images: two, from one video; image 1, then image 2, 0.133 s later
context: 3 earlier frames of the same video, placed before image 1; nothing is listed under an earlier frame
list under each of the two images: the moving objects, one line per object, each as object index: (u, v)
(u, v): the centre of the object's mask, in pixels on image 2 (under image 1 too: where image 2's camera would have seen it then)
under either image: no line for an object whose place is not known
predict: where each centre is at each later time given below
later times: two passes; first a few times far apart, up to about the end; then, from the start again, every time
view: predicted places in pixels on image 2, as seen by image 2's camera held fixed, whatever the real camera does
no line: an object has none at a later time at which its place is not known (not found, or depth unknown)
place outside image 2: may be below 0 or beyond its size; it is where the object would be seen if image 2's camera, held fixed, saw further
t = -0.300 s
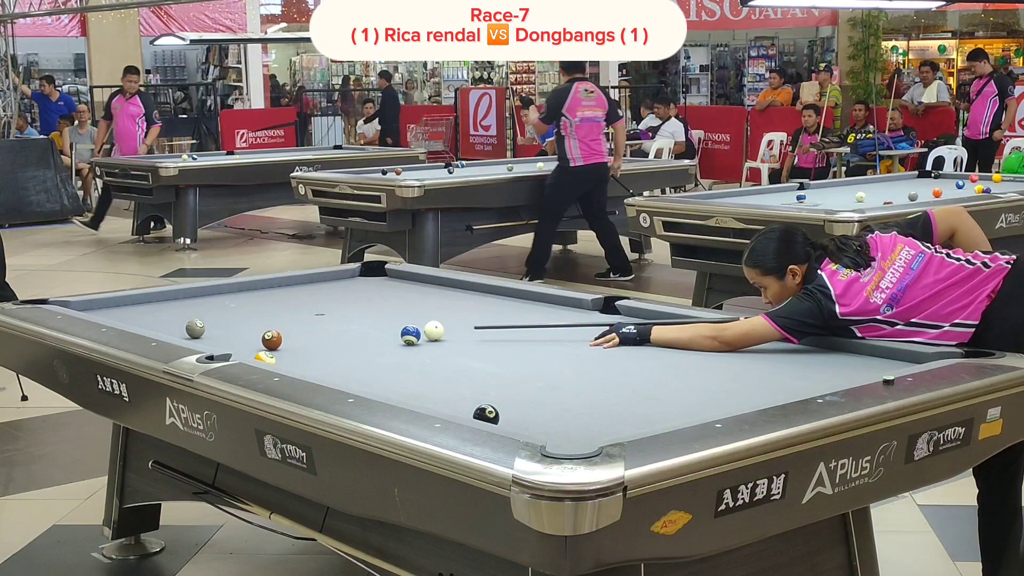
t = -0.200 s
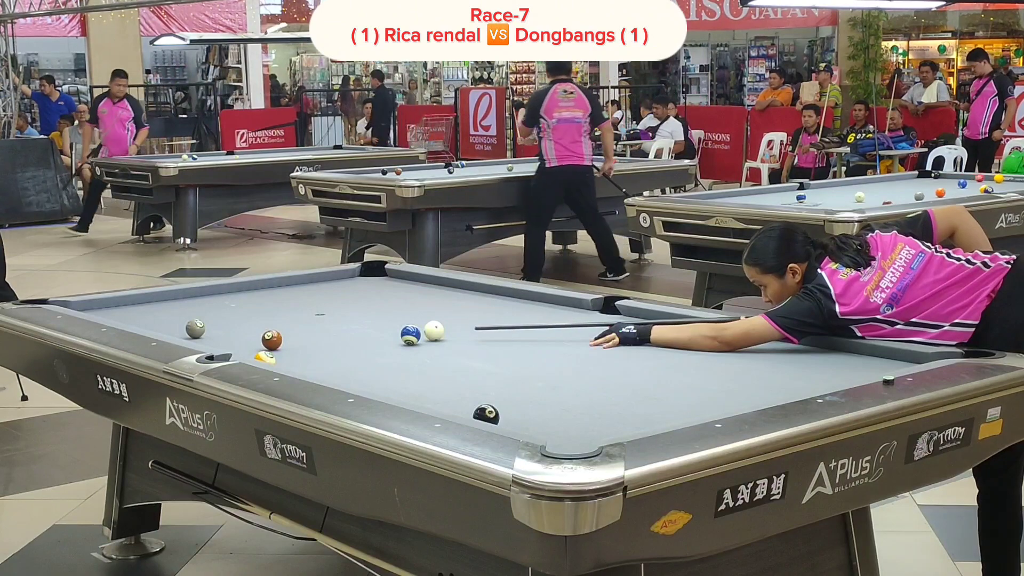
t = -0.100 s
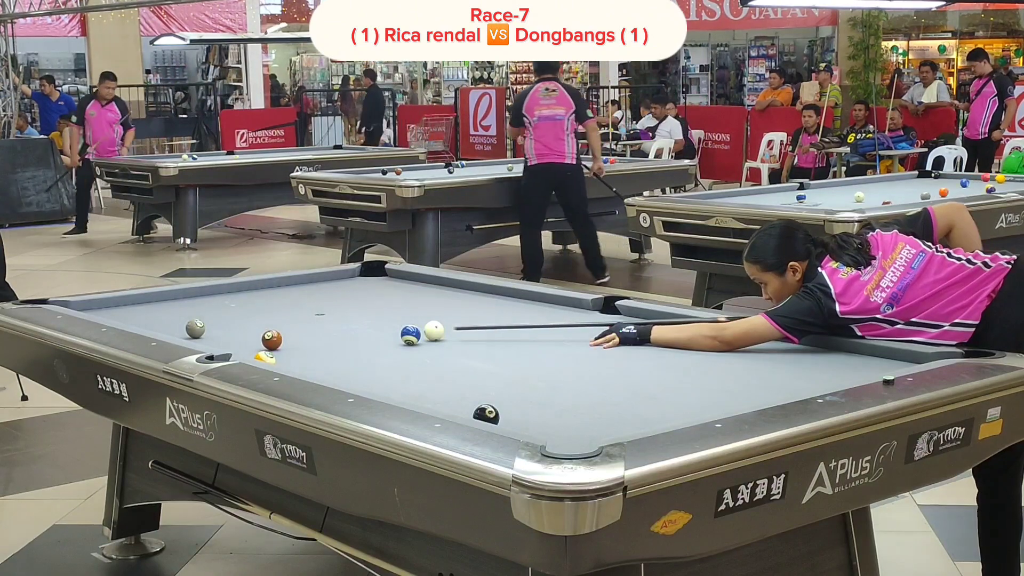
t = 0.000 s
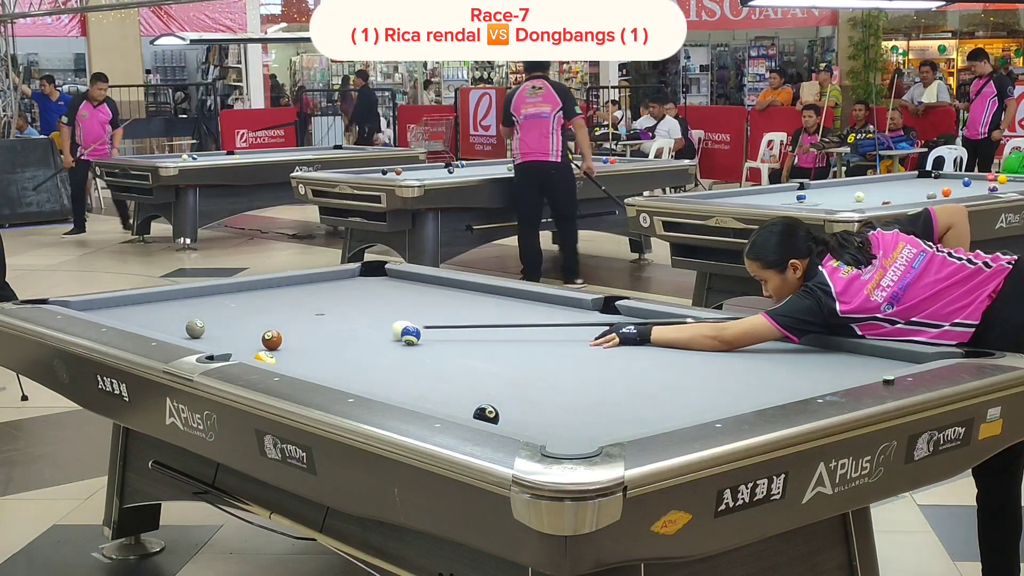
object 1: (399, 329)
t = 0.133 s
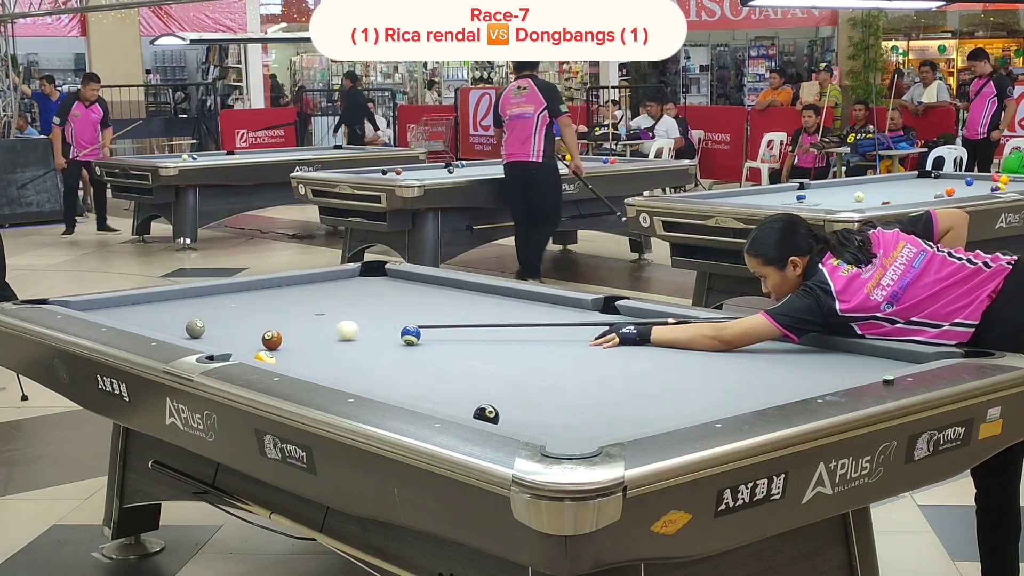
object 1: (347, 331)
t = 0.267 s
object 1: (294, 331)
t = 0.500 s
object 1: (204, 331)
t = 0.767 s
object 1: (173, 331)
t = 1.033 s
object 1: (200, 330)
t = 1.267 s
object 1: (221, 327)
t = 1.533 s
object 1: (244, 324)
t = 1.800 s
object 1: (264, 321)
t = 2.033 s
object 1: (280, 319)
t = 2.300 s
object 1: (296, 317)
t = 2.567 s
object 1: (310, 315)
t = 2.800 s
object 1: (320, 313)
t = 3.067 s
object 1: (330, 312)
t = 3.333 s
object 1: (338, 310)
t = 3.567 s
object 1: (344, 309)
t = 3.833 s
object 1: (349, 308)
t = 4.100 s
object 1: (353, 307)
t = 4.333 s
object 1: (355, 307)
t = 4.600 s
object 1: (357, 306)
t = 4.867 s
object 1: (357, 306)
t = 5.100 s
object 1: (357, 306)
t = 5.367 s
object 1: (356, 306)
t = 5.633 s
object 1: (356, 306)
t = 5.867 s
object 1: (356, 306)
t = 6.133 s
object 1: (356, 306)
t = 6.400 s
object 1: (357, 306)
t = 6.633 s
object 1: (356, 306)
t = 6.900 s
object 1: (356, 306)
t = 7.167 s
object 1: (356, 306)
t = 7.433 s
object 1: (356, 306)
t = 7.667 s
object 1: (356, 306)
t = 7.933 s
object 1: (356, 306)
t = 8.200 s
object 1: (356, 306)
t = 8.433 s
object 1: (356, 306)
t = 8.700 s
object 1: (356, 306)
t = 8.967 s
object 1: (356, 306)
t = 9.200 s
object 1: (356, 306)
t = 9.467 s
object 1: (356, 306)
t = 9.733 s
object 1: (356, 306)
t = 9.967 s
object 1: (356, 306)
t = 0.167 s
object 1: (334, 330)
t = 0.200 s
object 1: (320, 331)
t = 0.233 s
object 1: (307, 331)
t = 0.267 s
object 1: (294, 331)
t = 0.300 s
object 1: (282, 329)
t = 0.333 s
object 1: (265, 327)
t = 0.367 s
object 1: (254, 330)
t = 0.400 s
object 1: (240, 330)
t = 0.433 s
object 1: (227, 330)
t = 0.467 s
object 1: (214, 330)
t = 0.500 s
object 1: (204, 331)
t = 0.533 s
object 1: (198, 332)
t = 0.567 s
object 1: (191, 332)
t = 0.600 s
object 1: (183, 331)
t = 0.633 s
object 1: (176, 331)
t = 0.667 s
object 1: (169, 331)
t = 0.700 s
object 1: (166, 331)
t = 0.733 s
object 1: (170, 331)
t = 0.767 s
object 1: (173, 331)
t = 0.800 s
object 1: (177, 331)
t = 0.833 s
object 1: (180, 331)
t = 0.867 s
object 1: (183, 331)
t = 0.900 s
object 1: (187, 332)
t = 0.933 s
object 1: (190, 332)
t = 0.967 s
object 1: (193, 331)
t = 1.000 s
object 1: (197, 331)
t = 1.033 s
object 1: (200, 330)
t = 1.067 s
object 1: (203, 330)
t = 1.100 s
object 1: (206, 330)
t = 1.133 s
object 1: (209, 329)
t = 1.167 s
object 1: (212, 329)
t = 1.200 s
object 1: (215, 328)
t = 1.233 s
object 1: (218, 328)
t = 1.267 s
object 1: (221, 327)
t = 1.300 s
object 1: (224, 327)
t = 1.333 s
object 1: (227, 327)
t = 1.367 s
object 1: (230, 326)
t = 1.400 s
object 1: (233, 326)
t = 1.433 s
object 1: (236, 326)
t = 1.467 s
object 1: (238, 325)
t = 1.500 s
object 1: (241, 325)
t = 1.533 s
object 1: (244, 324)
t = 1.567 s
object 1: (246, 324)
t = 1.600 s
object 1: (249, 323)
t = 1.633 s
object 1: (252, 323)
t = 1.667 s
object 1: (254, 323)
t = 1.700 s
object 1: (257, 322)
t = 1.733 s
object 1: (259, 322)
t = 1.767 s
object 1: (261, 322)
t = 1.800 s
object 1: (264, 321)
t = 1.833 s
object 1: (266, 321)
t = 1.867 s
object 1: (268, 321)
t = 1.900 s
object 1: (271, 320)
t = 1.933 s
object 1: (273, 320)
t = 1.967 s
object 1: (275, 320)
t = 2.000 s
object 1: (278, 320)
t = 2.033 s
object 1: (280, 319)
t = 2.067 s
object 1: (282, 319)
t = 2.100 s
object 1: (284, 319)
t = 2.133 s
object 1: (286, 319)
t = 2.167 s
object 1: (288, 318)
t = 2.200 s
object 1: (290, 318)
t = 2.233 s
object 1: (292, 318)
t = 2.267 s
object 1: (294, 317)
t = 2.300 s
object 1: (296, 317)
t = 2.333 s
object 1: (298, 317)
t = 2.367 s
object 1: (299, 316)
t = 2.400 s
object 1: (301, 316)
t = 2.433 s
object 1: (303, 316)
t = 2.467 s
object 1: (304, 316)
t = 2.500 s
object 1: (306, 315)
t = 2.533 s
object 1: (308, 315)
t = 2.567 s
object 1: (310, 315)
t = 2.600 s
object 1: (311, 315)
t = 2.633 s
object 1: (312, 314)
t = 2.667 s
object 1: (314, 314)
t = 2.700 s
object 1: (316, 314)
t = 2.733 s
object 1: (317, 314)
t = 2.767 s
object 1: (319, 314)
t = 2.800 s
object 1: (320, 313)
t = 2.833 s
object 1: (321, 313)
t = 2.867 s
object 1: (323, 313)
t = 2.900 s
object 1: (324, 312)
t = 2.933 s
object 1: (325, 312)
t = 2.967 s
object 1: (326, 312)
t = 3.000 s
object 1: (328, 312)
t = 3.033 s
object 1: (329, 312)
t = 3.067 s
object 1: (330, 312)
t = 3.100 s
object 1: (331, 311)
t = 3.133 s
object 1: (333, 311)
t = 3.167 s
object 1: (333, 311)
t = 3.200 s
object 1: (335, 311)
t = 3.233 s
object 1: (336, 311)
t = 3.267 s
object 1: (337, 310)
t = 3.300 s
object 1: (337, 310)
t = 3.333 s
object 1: (338, 310)
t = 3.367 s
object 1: (339, 310)
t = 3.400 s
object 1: (340, 310)
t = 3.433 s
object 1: (341, 310)
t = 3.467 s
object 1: (342, 309)
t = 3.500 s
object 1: (343, 309)
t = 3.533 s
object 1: (343, 309)
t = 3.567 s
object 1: (344, 309)
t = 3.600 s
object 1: (345, 309)
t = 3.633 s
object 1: (346, 309)
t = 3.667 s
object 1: (346, 309)
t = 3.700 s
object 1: (347, 308)
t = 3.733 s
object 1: (347, 308)
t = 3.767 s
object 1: (348, 308)
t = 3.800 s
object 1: (349, 308)
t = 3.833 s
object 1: (349, 308)
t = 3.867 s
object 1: (350, 308)
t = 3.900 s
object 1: (351, 307)
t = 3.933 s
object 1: (351, 307)
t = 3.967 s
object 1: (352, 307)
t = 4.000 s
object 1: (352, 307)
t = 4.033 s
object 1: (352, 307)
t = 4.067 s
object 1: (353, 307)
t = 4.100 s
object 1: (353, 307)
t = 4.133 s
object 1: (354, 307)
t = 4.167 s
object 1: (354, 307)
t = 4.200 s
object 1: (354, 307)
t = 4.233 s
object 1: (354, 307)
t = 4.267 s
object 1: (355, 307)
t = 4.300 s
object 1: (355, 307)
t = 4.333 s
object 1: (355, 307)
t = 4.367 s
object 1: (356, 307)
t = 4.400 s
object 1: (356, 306)
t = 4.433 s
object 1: (356, 306)
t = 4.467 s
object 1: (356, 306)
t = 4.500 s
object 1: (356, 306)
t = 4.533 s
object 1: (356, 306)
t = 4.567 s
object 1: (356, 306)
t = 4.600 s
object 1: (357, 306)
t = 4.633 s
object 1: (357, 306)
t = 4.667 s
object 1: (357, 306)
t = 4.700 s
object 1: (357, 306)
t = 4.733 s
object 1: (357, 306)
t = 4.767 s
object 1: (357, 306)
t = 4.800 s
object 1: (357, 306)
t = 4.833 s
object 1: (357, 306)
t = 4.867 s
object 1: (357, 306)
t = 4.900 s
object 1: (357, 306)
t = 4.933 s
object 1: (357, 306)
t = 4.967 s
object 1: (357, 306)
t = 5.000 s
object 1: (357, 306)
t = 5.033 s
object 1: (357, 306)
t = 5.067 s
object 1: (357, 306)
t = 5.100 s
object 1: (357, 306)
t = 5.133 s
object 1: (356, 306)
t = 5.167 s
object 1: (356, 306)
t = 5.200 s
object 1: (356, 306)
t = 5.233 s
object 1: (356, 306)
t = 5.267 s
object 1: (356, 306)
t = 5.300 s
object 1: (356, 306)
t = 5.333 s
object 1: (356, 306)
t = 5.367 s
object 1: (356, 306)
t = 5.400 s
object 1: (356, 306)
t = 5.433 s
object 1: (356, 306)
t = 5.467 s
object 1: (356, 306)
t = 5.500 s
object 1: (356, 306)
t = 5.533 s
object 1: (356, 306)
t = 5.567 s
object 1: (356, 306)
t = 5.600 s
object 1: (356, 306)
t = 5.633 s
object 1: (356, 306)
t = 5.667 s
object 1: (356, 306)
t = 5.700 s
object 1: (356, 306)
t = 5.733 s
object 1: (356, 306)
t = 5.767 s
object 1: (356, 306)
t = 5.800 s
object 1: (356, 306)
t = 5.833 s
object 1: (356, 306)
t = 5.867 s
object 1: (356, 306)
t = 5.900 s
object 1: (356, 306)
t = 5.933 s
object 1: (356, 306)
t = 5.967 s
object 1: (356, 306)
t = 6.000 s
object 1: (356, 306)
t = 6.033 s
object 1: (356, 306)
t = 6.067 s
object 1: (356, 306)
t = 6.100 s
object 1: (356, 306)
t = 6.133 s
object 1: (356, 306)
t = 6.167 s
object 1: (356, 306)
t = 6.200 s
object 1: (356, 306)
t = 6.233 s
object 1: (356, 306)
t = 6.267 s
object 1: (356, 306)
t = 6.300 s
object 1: (356, 306)
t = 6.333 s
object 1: (356, 306)
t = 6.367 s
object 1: (356, 306)
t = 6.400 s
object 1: (357, 306)
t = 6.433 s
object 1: (356, 306)
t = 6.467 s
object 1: (357, 306)
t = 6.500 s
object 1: (356, 306)
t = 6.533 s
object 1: (356, 306)
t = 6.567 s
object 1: (357, 306)
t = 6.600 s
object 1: (357, 306)
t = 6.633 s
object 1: (356, 306)
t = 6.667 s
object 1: (356, 306)
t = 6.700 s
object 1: (356, 306)
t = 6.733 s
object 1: (356, 306)
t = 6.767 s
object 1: (356, 306)
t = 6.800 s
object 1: (356, 306)
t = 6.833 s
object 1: (356, 306)
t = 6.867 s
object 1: (356, 306)
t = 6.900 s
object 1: (356, 306)
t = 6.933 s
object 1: (356, 306)
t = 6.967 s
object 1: (356, 306)
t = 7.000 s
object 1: (356, 306)
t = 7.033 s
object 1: (356, 306)
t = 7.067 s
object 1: (356, 306)
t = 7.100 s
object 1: (356, 306)
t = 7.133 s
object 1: (356, 306)
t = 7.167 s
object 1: (356, 306)
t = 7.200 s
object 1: (356, 306)
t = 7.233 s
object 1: (356, 306)
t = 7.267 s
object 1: (356, 306)
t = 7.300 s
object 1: (356, 306)
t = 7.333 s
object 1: (356, 306)
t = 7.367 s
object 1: (356, 306)
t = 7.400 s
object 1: (356, 306)
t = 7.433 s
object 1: (356, 306)
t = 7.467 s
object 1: (356, 306)
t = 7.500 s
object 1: (356, 306)
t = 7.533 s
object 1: (356, 306)
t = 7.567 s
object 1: (356, 306)
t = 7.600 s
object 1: (356, 306)
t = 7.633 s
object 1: (356, 306)
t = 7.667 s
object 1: (356, 306)
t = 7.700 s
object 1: (356, 306)
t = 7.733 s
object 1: (356, 306)
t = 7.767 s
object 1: (356, 306)
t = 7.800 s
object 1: (356, 306)
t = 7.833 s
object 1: (356, 306)
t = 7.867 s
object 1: (356, 306)
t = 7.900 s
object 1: (356, 306)
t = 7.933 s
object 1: (356, 306)
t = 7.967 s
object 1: (356, 306)
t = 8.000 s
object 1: (356, 306)
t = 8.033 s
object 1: (356, 306)
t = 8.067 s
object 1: (356, 306)
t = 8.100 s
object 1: (356, 306)
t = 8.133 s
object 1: (356, 306)
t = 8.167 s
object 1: (356, 306)
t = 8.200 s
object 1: (356, 306)
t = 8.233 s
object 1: (356, 306)
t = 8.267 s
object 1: (356, 306)
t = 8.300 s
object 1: (356, 306)
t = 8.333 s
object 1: (356, 306)
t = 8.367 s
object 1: (356, 306)
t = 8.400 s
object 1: (356, 306)
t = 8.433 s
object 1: (356, 306)
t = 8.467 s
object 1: (356, 306)
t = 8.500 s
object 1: (356, 306)
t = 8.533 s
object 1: (356, 306)
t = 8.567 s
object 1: (356, 306)
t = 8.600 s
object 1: (356, 306)
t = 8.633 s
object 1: (356, 306)
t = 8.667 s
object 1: (356, 306)
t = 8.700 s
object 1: (356, 306)
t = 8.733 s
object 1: (356, 306)
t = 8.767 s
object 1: (356, 306)
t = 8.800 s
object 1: (356, 306)
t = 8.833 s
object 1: (356, 306)
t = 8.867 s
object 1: (356, 306)
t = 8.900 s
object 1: (356, 306)
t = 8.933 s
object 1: (356, 306)
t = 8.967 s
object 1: (356, 306)
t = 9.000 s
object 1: (356, 306)
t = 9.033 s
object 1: (356, 306)
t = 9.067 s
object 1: (356, 306)
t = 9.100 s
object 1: (356, 306)
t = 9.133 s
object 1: (356, 306)
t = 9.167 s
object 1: (356, 306)
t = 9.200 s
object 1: (356, 306)
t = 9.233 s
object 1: (356, 306)
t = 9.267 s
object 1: (356, 306)
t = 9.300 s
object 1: (356, 306)
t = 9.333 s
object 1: (356, 306)
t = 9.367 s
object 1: (356, 306)
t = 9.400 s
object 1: (356, 306)
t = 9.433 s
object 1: (356, 306)
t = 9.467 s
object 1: (356, 306)
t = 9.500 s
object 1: (356, 306)
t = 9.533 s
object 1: (356, 306)
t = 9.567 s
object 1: (356, 306)
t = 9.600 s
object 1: (356, 306)
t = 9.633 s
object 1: (356, 306)
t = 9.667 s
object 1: (356, 306)
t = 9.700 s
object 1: (356, 306)
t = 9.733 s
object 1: (356, 306)
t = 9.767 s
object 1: (356, 306)
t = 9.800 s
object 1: (356, 306)
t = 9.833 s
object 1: (356, 306)
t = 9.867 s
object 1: (356, 306)
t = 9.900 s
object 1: (356, 306)
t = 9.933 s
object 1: (356, 306)
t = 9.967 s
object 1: (356, 306)
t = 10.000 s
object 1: (356, 306)
